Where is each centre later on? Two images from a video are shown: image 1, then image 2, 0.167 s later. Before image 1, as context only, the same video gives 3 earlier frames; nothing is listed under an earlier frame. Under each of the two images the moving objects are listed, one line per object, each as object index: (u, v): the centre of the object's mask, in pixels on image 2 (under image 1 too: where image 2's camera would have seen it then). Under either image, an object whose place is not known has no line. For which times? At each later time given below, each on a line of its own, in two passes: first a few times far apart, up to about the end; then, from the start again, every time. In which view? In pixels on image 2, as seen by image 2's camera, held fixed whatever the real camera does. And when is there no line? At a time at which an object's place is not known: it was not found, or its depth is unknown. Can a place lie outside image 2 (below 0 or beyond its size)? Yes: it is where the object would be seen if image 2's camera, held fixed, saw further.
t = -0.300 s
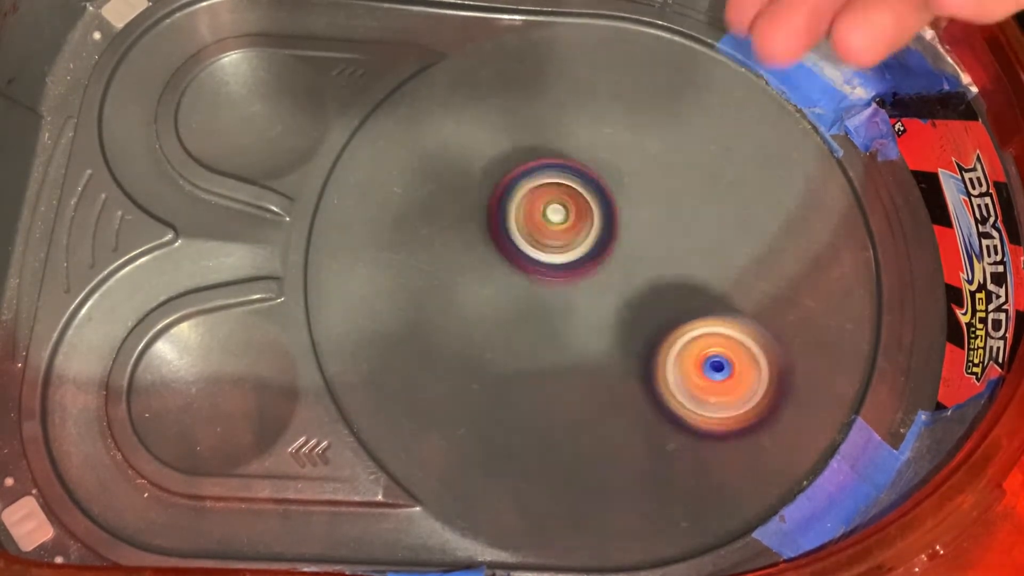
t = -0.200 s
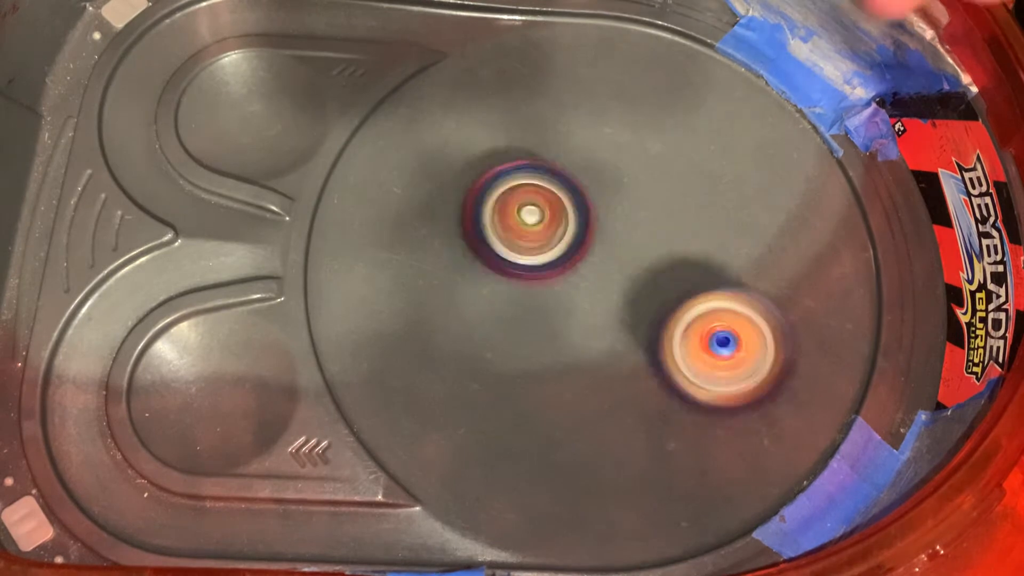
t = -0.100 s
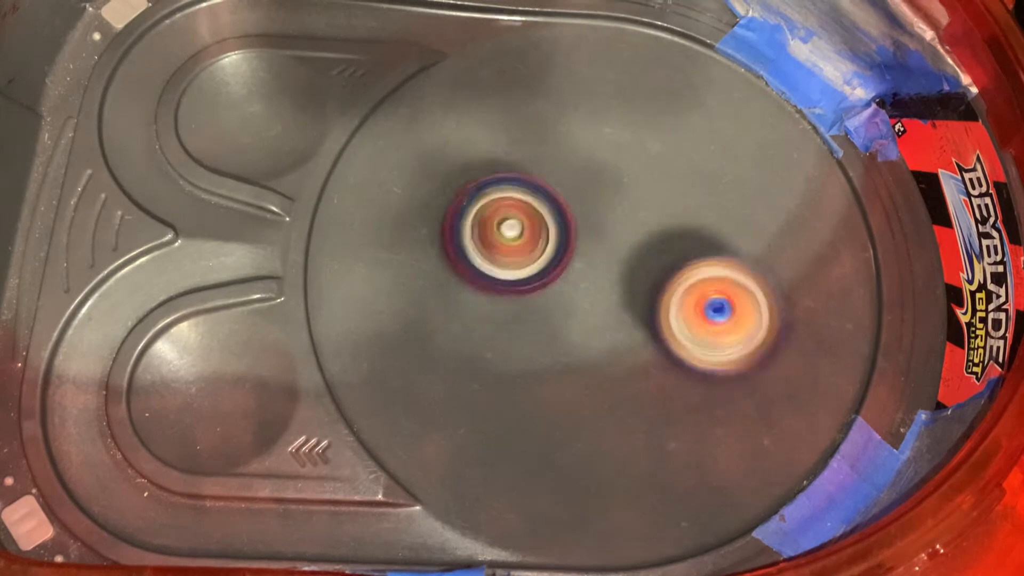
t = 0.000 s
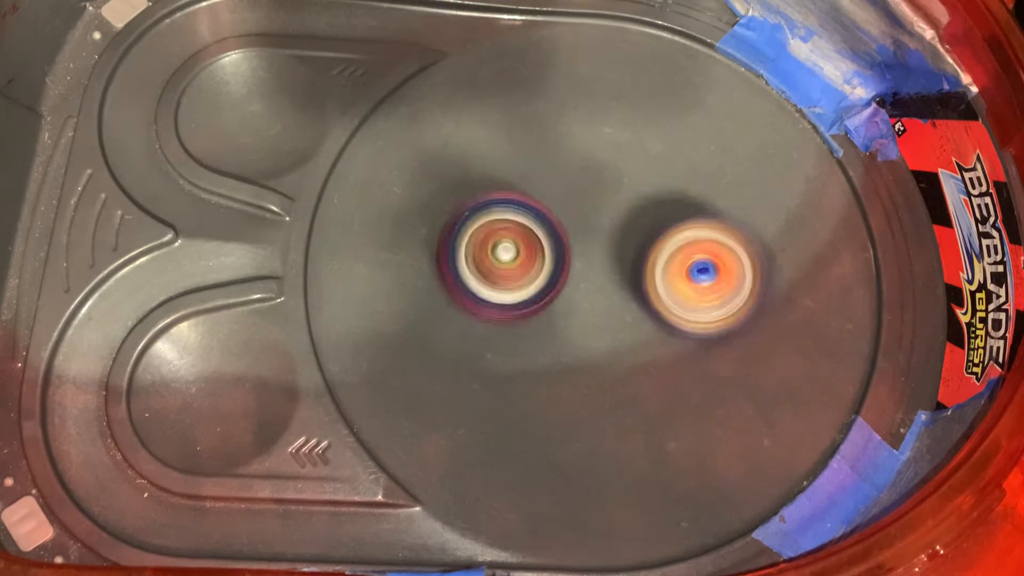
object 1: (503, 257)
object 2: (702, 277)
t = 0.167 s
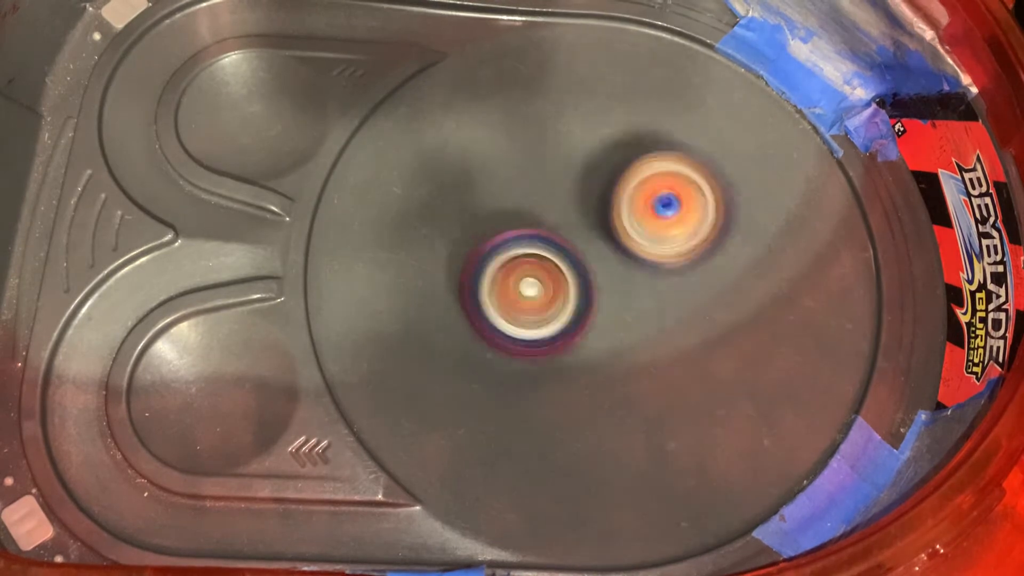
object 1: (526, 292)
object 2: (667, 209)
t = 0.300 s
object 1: (565, 304)
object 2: (632, 167)
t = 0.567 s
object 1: (637, 283)
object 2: (562, 130)
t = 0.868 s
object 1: (653, 225)
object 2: (506, 183)
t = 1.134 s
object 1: (601, 213)
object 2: (493, 287)
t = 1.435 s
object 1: (556, 262)
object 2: (534, 395)
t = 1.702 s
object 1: (559, 307)
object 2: (597, 433)
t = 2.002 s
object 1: (585, 301)
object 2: (680, 416)
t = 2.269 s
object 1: (584, 258)
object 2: (732, 330)
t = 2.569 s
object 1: (557, 218)
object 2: (724, 223)
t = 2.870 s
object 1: (527, 234)
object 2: (647, 146)
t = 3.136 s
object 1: (536, 281)
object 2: (573, 148)
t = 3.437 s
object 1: (586, 336)
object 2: (508, 201)
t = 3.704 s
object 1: (649, 334)
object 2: (489, 273)
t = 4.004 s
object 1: (684, 285)
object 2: (505, 315)
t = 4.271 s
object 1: (667, 221)
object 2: (553, 346)
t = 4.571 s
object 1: (615, 158)
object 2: (580, 338)
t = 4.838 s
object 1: (549, 155)
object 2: (631, 306)
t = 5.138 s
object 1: (474, 159)
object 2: (685, 378)
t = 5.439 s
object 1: (488, 246)
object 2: (643, 333)
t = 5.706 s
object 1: (503, 305)
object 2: (645, 277)
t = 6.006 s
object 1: (562, 340)
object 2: (624, 221)
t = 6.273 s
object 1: (609, 334)
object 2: (605, 175)
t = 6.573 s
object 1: (642, 298)
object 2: (556, 184)
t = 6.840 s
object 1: (656, 269)
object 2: (524, 222)
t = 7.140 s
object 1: (656, 241)
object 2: (517, 294)
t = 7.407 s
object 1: (651, 218)
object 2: (538, 363)
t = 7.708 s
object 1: (630, 210)
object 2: (582, 362)
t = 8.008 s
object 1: (592, 192)
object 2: (616, 354)
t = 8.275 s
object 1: (554, 183)
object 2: (613, 329)
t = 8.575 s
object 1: (516, 183)
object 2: (613, 326)
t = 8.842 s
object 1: (513, 215)
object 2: (606, 319)
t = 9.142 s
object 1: (525, 251)
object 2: (658, 330)
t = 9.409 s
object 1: (542, 276)
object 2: (690, 296)
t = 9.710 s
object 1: (535, 298)
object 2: (679, 248)
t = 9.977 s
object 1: (526, 312)
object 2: (627, 220)
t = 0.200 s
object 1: (536, 297)
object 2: (659, 197)
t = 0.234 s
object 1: (545, 300)
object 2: (650, 186)
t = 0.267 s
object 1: (555, 303)
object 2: (643, 176)
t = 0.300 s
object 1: (565, 304)
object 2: (632, 167)
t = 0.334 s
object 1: (575, 304)
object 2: (622, 158)
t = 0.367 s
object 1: (585, 304)
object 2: (614, 151)
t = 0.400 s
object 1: (594, 303)
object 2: (605, 146)
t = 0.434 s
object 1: (605, 300)
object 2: (596, 140)
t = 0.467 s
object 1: (614, 297)
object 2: (587, 135)
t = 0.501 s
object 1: (622, 292)
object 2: (578, 132)
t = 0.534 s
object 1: (630, 288)
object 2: (570, 130)
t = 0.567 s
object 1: (637, 283)
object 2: (562, 130)
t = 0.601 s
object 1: (645, 277)
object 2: (555, 130)
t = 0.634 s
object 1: (650, 272)
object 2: (548, 132)
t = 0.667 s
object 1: (654, 265)
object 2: (540, 136)
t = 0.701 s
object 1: (657, 258)
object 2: (534, 140)
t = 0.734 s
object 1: (659, 250)
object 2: (528, 146)
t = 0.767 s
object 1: (659, 243)
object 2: (521, 154)
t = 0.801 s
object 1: (658, 237)
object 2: (515, 162)
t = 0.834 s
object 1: (655, 230)
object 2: (510, 171)
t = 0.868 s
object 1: (653, 225)
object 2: (506, 183)
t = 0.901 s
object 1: (649, 220)
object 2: (502, 195)
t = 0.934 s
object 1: (644, 216)
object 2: (499, 207)
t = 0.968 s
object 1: (638, 213)
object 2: (495, 220)
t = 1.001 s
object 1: (631, 210)
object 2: (493, 233)
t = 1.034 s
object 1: (624, 209)
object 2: (493, 247)
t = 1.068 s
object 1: (617, 209)
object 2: (492, 260)
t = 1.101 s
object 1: (609, 211)
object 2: (493, 273)
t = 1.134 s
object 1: (601, 213)
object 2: (493, 287)
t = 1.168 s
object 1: (594, 216)
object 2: (494, 299)
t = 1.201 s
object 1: (588, 220)
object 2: (499, 313)
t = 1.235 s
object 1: (582, 226)
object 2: (503, 325)
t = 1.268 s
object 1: (575, 232)
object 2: (507, 337)
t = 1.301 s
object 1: (569, 238)
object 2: (511, 347)
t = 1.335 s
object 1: (565, 244)
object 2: (516, 360)
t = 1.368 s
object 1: (562, 250)
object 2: (521, 373)
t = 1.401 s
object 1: (560, 255)
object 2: (528, 384)
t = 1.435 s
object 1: (556, 262)
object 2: (534, 395)
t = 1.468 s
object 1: (554, 269)
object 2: (540, 403)
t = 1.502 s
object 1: (554, 276)
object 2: (547, 412)
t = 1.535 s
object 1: (553, 284)
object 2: (554, 416)
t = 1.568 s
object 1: (553, 290)
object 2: (563, 420)
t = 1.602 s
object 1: (554, 296)
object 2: (571, 423)
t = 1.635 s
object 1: (555, 300)
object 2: (579, 427)
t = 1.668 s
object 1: (557, 304)
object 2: (587, 428)
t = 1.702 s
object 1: (559, 307)
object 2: (597, 433)
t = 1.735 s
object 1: (562, 309)
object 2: (608, 435)
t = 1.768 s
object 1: (564, 312)
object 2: (617, 436)
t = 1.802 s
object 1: (567, 314)
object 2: (625, 436)
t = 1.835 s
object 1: (570, 314)
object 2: (633, 432)
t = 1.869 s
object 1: (574, 314)
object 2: (643, 429)
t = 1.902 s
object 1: (577, 311)
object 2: (655, 429)
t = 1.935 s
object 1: (580, 309)
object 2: (662, 428)
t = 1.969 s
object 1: (583, 305)
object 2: (672, 423)
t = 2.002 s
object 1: (585, 301)
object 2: (680, 416)
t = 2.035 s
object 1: (588, 298)
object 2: (688, 408)
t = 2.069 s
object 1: (591, 293)
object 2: (694, 398)
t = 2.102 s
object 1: (594, 288)
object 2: (701, 386)
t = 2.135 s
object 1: (595, 283)
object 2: (705, 374)
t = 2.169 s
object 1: (595, 279)
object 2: (708, 359)
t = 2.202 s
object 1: (593, 273)
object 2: (714, 345)
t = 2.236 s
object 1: (588, 265)
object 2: (725, 338)
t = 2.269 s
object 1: (584, 258)
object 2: (732, 330)
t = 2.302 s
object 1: (581, 251)
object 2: (736, 320)
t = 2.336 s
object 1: (579, 245)
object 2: (741, 307)
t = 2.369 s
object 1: (576, 240)
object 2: (742, 297)
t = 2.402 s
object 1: (574, 235)
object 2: (743, 285)
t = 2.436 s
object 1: (570, 231)
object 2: (743, 272)
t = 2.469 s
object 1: (567, 227)
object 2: (740, 259)
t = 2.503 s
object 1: (564, 224)
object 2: (736, 247)
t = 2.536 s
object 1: (561, 221)
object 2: (730, 234)
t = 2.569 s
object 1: (557, 218)
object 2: (724, 223)
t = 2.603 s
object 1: (554, 217)
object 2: (715, 212)
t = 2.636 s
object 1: (551, 216)
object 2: (706, 202)
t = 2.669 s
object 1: (548, 216)
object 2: (695, 192)
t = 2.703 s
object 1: (546, 217)
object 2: (684, 184)
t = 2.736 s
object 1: (543, 218)
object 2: (673, 176)
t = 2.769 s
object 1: (538, 221)
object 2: (666, 166)
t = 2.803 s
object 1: (534, 225)
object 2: (660, 158)
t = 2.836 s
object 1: (530, 230)
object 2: (653, 152)
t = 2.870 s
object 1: (527, 234)
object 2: (647, 146)
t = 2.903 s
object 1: (525, 240)
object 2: (639, 141)
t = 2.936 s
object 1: (524, 246)
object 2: (632, 137)
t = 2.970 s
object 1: (523, 251)
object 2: (623, 136)
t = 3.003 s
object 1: (524, 257)
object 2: (613, 135)
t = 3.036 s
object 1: (525, 264)
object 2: (603, 137)
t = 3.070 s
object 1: (528, 271)
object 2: (594, 138)
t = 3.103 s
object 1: (532, 276)
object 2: (584, 142)
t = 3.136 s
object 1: (536, 281)
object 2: (573, 148)
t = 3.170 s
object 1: (541, 287)
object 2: (562, 153)
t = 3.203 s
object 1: (544, 297)
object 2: (554, 153)
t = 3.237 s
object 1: (548, 305)
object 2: (547, 155)
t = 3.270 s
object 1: (553, 312)
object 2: (540, 159)
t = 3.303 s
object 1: (559, 318)
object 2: (533, 164)
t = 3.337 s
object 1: (564, 323)
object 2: (526, 170)
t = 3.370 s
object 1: (570, 328)
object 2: (520, 176)
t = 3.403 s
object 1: (578, 332)
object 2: (515, 185)
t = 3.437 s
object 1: (586, 336)
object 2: (508, 201)
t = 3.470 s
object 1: (593, 338)
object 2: (508, 204)
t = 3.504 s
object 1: (602, 340)
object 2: (506, 214)
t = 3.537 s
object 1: (609, 340)
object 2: (504, 225)
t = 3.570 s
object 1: (616, 339)
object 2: (503, 237)
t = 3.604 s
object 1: (623, 337)
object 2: (504, 250)
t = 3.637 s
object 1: (630, 335)
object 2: (506, 262)
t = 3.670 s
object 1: (641, 336)
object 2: (500, 270)
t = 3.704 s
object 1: (649, 334)
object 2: (489, 273)
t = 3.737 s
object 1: (657, 330)
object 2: (485, 277)
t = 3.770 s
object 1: (663, 327)
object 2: (484, 283)
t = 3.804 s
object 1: (670, 323)
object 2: (483, 288)
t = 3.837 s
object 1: (675, 317)
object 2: (483, 294)
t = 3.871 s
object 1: (679, 311)
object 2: (486, 299)
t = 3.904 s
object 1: (682, 304)
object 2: (488, 304)
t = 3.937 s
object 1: (683, 298)
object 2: (493, 308)
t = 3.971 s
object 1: (685, 292)
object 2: (499, 313)
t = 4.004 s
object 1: (684, 285)
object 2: (505, 315)
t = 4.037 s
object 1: (682, 278)
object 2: (513, 318)
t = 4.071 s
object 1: (678, 271)
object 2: (522, 321)
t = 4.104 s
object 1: (674, 265)
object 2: (531, 323)
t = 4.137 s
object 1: (669, 259)
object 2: (541, 323)
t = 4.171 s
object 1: (663, 253)
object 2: (552, 324)
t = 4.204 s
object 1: (663, 244)
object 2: (559, 330)
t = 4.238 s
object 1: (668, 232)
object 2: (553, 341)
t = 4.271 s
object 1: (667, 221)
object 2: (553, 346)
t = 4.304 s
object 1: (664, 211)
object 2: (555, 349)
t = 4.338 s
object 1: (661, 201)
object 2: (555, 351)
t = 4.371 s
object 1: (656, 192)
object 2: (558, 351)
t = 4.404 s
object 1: (650, 183)
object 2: (561, 351)
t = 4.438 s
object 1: (644, 176)
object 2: (564, 351)
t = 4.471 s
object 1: (637, 170)
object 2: (567, 350)
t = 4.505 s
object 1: (630, 165)
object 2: (572, 346)
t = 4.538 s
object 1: (623, 161)
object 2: (576, 342)
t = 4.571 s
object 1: (615, 158)
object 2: (580, 338)
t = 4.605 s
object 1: (607, 157)
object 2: (585, 332)
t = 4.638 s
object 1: (599, 157)
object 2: (590, 325)
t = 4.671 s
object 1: (591, 158)
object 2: (595, 318)
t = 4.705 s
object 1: (583, 160)
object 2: (600, 310)
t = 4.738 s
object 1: (575, 164)
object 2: (605, 301)
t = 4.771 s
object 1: (568, 169)
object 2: (609, 293)
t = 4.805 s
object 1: (561, 172)
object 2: (614, 286)
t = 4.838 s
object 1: (549, 155)
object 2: (631, 306)
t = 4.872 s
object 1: (539, 145)
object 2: (652, 329)
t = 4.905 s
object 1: (530, 143)
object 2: (666, 345)
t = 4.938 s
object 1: (520, 142)
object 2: (672, 355)
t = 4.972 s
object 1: (511, 142)
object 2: (676, 363)
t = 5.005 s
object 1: (502, 144)
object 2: (680, 369)
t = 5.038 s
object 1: (494, 145)
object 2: (683, 374)
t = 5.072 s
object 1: (486, 149)
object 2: (685, 376)
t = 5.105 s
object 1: (480, 153)
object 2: (686, 378)
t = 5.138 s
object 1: (474, 159)
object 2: (685, 378)
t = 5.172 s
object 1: (470, 166)
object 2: (684, 378)
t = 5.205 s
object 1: (467, 174)
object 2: (682, 377)
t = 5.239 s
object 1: (467, 183)
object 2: (679, 374)
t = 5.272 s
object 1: (467, 192)
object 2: (675, 370)
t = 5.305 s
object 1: (470, 202)
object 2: (670, 365)
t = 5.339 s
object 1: (473, 213)
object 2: (664, 358)
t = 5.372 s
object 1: (477, 225)
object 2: (658, 350)
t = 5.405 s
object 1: (482, 236)
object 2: (649, 342)
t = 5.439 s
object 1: (488, 246)
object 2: (643, 333)
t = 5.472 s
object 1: (496, 257)
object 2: (634, 323)
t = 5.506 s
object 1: (499, 265)
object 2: (630, 314)
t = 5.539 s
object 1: (494, 267)
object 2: (639, 308)
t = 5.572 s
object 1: (494, 274)
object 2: (643, 303)
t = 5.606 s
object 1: (494, 281)
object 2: (644, 296)
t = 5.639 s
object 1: (496, 289)
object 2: (644, 290)
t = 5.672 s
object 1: (499, 297)
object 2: (645, 284)
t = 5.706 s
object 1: (503, 305)
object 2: (645, 277)
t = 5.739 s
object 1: (507, 311)
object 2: (643, 270)
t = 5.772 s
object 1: (512, 317)
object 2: (643, 263)
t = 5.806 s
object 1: (517, 322)
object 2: (641, 256)
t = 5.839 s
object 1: (523, 328)
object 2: (640, 249)
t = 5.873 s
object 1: (530, 331)
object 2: (638, 243)
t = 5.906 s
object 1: (536, 335)
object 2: (635, 236)
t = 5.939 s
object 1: (544, 337)
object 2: (633, 231)
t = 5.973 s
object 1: (553, 339)
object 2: (628, 226)
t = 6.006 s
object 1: (562, 340)
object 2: (624, 221)
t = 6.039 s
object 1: (567, 340)
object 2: (620, 214)
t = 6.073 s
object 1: (572, 341)
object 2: (621, 204)
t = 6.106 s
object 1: (578, 342)
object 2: (618, 198)
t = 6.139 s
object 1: (584, 343)
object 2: (616, 191)
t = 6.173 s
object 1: (591, 342)
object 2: (614, 185)
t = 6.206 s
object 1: (597, 339)
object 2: (611, 181)
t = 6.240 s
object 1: (604, 337)
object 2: (608, 178)
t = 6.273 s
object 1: (609, 334)
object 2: (605, 175)
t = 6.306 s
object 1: (614, 329)
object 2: (600, 175)
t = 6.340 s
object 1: (618, 326)
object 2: (596, 175)
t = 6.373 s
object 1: (622, 321)
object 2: (592, 175)
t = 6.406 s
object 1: (626, 316)
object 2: (587, 177)
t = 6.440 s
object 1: (629, 310)
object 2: (583, 180)
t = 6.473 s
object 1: (632, 305)
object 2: (578, 183)
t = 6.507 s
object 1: (635, 302)
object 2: (570, 183)
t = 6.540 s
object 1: (638, 301)
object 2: (563, 183)
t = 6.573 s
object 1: (642, 298)
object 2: (556, 184)
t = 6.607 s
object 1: (646, 294)
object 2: (549, 185)
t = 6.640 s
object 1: (648, 291)
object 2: (544, 188)
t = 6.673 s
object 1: (650, 287)
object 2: (539, 191)
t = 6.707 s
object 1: (653, 283)
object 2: (536, 196)
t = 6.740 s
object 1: (653, 281)
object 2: (532, 201)
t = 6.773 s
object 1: (654, 276)
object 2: (531, 207)
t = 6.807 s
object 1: (654, 272)
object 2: (529, 214)
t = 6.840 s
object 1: (656, 269)
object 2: (524, 222)
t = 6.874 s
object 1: (658, 266)
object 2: (518, 229)
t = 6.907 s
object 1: (661, 263)
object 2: (514, 236)
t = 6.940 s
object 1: (663, 259)
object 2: (510, 244)
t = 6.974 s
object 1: (663, 255)
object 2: (508, 252)
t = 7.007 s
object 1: (663, 251)
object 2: (508, 260)
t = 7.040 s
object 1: (661, 248)
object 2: (508, 269)
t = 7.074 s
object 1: (660, 246)
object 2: (510, 277)
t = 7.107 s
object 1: (658, 244)
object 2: (513, 286)
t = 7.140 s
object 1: (656, 241)
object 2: (517, 294)
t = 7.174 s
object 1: (652, 239)
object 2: (523, 301)
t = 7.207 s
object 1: (647, 238)
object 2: (529, 308)
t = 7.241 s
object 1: (643, 238)
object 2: (537, 313)
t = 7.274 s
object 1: (641, 237)
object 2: (542, 321)
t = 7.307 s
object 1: (649, 231)
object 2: (535, 337)
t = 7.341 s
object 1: (649, 227)
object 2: (534, 348)
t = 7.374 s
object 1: (651, 222)
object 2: (537, 355)
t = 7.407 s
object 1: (651, 218)
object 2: (538, 363)
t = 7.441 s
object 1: (652, 215)
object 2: (540, 368)
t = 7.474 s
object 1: (650, 211)
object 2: (544, 372)
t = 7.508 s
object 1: (648, 209)
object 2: (549, 375)
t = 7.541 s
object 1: (647, 208)
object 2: (554, 378)
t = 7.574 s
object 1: (645, 207)
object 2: (559, 377)
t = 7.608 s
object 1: (642, 206)
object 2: (565, 374)
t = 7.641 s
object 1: (638, 207)
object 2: (571, 372)
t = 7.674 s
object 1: (634, 209)
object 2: (578, 368)
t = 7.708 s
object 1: (630, 210)
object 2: (582, 362)
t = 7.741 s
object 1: (626, 213)
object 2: (588, 354)
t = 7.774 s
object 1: (622, 216)
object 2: (594, 345)
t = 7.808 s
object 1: (618, 218)
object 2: (599, 338)
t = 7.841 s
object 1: (613, 217)
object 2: (606, 337)
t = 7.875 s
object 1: (611, 214)
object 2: (608, 338)
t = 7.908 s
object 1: (607, 205)
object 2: (612, 345)
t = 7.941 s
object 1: (601, 202)
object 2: (614, 351)
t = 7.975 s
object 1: (597, 197)
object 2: (615, 352)
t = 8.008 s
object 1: (592, 192)
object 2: (616, 354)
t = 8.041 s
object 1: (586, 188)
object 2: (618, 354)
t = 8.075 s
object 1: (581, 186)
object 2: (619, 353)
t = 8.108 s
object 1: (577, 184)
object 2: (620, 352)
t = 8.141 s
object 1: (572, 181)
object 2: (620, 349)
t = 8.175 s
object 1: (566, 180)
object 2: (619, 345)
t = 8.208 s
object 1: (561, 182)
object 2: (617, 341)
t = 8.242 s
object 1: (559, 183)
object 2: (616, 335)
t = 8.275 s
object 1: (554, 183)
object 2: (613, 329)
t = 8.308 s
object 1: (549, 185)
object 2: (610, 322)
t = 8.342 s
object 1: (546, 189)
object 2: (607, 315)
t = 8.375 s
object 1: (544, 192)
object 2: (604, 306)
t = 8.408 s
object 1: (541, 193)
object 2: (602, 301)
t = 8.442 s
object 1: (534, 186)
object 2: (606, 311)
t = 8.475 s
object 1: (530, 185)
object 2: (612, 318)
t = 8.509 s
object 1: (525, 182)
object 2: (613, 321)
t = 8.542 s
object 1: (520, 182)
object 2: (612, 324)
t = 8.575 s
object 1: (516, 183)
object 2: (613, 326)
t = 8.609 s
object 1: (514, 185)
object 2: (613, 327)
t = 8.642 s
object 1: (511, 186)
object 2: (611, 328)
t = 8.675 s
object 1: (508, 190)
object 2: (611, 328)
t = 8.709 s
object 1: (508, 195)
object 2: (611, 327)
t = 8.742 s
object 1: (509, 199)
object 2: (609, 326)
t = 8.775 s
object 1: (509, 203)
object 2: (608, 324)
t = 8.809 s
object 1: (510, 210)
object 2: (607, 321)
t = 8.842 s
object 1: (513, 215)
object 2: (606, 319)
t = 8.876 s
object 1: (515, 222)
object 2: (603, 315)
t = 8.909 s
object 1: (516, 225)
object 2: (608, 314)
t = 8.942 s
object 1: (519, 229)
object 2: (613, 314)
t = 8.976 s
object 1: (519, 232)
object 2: (621, 319)
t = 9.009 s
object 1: (518, 234)
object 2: (628, 325)
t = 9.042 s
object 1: (519, 238)
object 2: (636, 327)
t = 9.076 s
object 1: (521, 242)
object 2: (644, 331)
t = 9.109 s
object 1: (523, 245)
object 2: (651, 331)
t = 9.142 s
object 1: (525, 251)
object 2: (658, 330)
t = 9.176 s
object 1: (529, 254)
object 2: (664, 329)
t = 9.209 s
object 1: (531, 257)
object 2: (669, 327)
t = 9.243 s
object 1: (534, 262)
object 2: (672, 323)
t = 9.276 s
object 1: (538, 266)
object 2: (675, 318)
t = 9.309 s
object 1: (542, 268)
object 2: (675, 313)
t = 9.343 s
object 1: (542, 272)
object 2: (681, 307)
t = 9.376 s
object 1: (546, 275)
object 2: (686, 301)
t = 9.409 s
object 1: (542, 276)
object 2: (690, 296)
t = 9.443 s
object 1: (540, 280)
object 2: (697, 290)
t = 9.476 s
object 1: (539, 282)
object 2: (700, 284)
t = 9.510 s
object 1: (537, 285)
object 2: (703, 280)
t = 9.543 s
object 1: (535, 288)
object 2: (704, 275)
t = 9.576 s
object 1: (535, 291)
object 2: (701, 266)
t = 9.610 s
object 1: (535, 292)
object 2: (698, 262)
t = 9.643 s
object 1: (534, 295)
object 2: (692, 257)
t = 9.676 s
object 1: (535, 297)
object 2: (687, 252)
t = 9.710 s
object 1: (535, 298)
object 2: (679, 248)
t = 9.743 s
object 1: (536, 301)
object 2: (671, 244)
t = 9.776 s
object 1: (539, 301)
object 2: (659, 242)
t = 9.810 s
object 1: (532, 304)
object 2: (657, 232)
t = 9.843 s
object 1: (531, 306)
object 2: (652, 228)
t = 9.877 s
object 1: (529, 308)
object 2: (647, 227)
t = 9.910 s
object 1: (528, 310)
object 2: (642, 223)
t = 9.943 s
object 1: (527, 312)
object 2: (635, 221)
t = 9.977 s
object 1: (526, 312)
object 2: (627, 220)
